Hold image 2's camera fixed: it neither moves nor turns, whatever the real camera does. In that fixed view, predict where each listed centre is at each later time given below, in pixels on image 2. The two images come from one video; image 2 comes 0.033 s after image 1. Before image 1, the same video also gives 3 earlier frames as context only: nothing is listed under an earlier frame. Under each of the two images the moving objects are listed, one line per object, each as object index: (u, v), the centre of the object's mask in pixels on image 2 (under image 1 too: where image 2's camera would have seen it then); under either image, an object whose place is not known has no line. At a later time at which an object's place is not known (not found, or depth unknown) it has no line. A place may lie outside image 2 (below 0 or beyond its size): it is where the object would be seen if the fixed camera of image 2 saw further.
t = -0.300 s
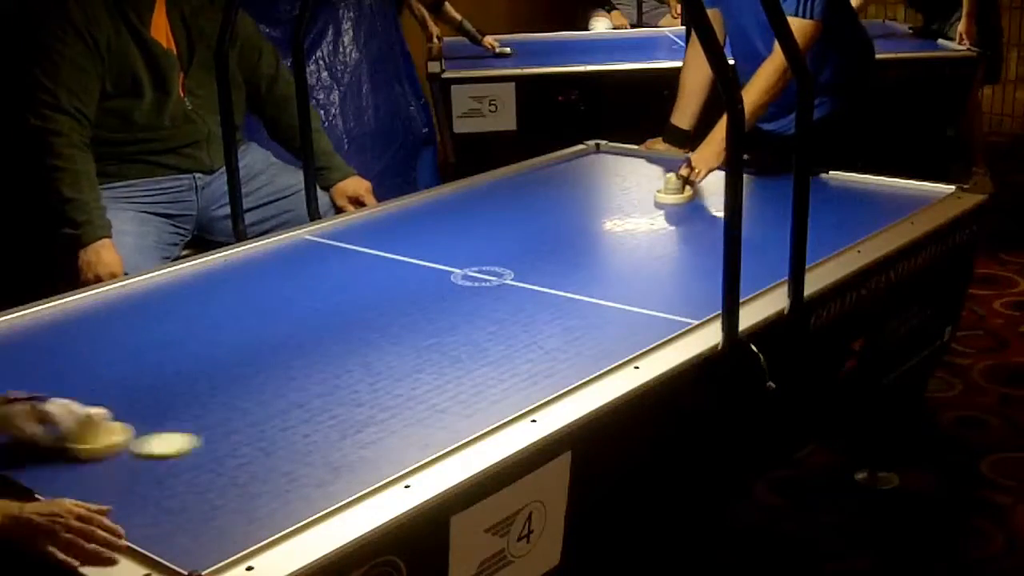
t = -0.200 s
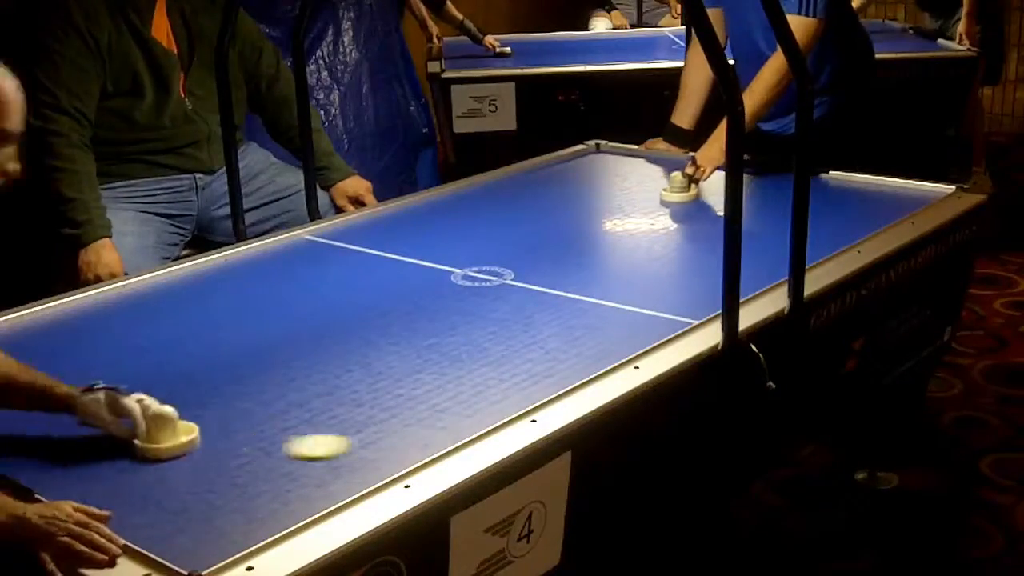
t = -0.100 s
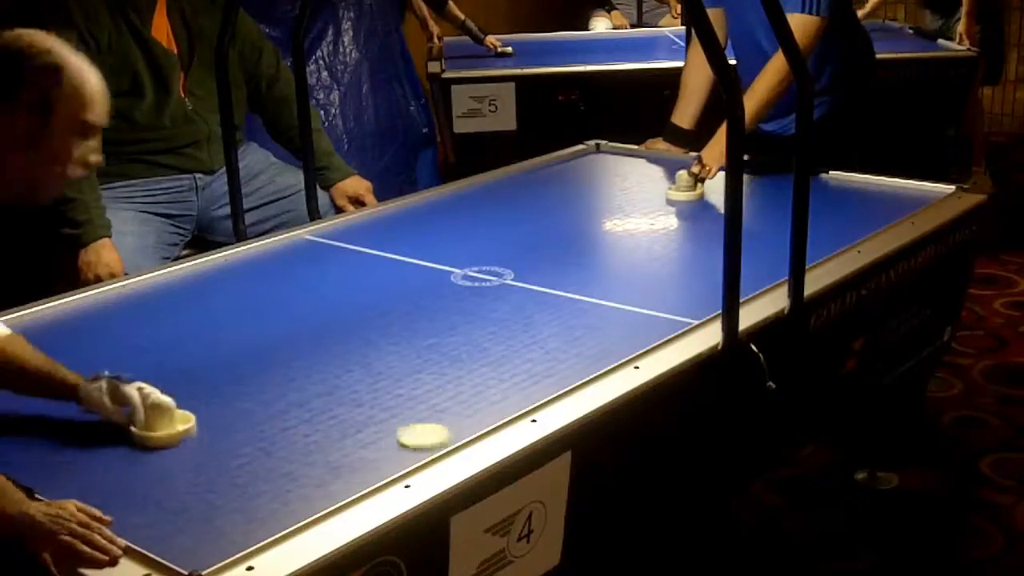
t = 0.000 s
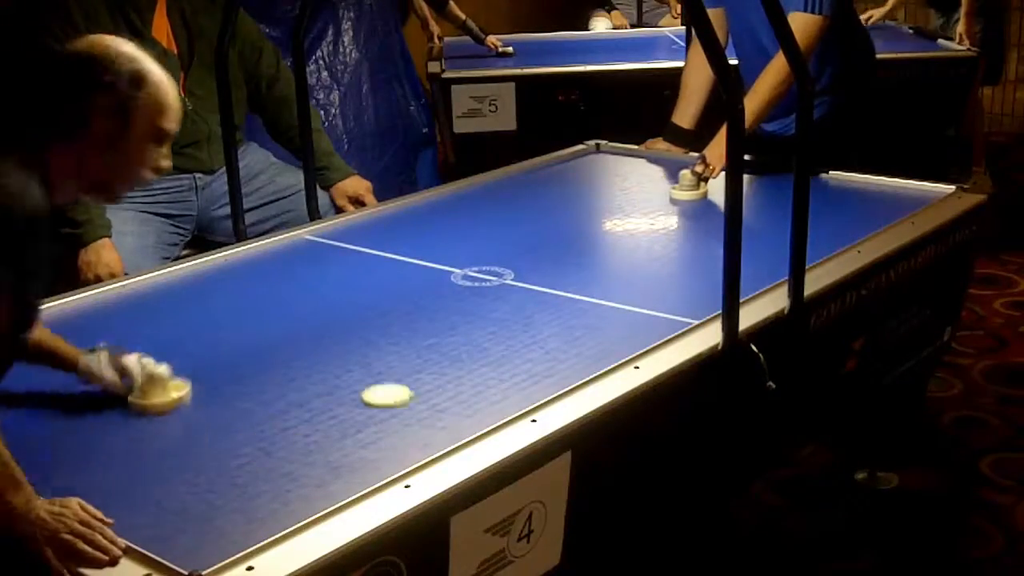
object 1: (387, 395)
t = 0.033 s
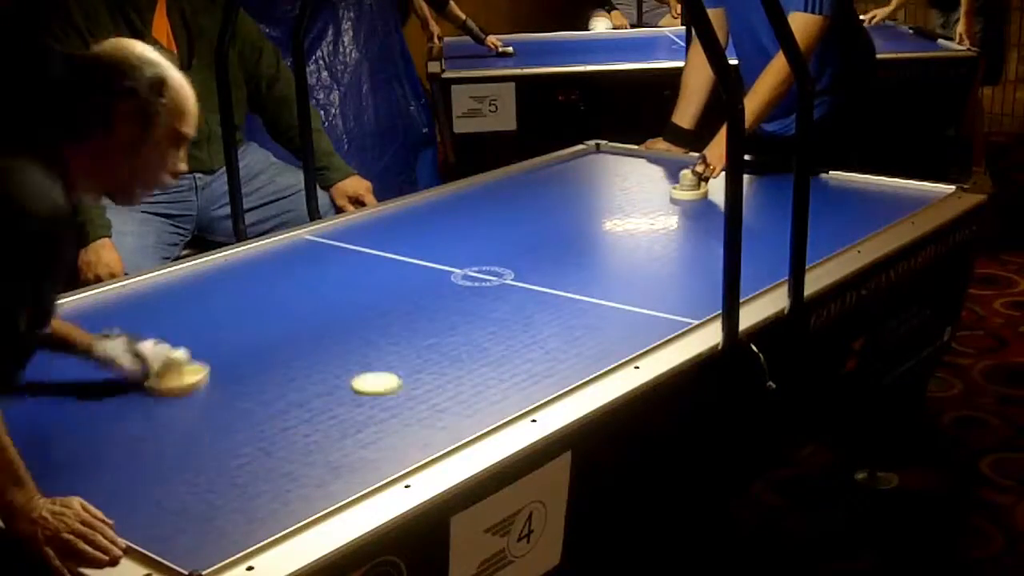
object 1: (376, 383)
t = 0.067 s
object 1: (365, 371)
